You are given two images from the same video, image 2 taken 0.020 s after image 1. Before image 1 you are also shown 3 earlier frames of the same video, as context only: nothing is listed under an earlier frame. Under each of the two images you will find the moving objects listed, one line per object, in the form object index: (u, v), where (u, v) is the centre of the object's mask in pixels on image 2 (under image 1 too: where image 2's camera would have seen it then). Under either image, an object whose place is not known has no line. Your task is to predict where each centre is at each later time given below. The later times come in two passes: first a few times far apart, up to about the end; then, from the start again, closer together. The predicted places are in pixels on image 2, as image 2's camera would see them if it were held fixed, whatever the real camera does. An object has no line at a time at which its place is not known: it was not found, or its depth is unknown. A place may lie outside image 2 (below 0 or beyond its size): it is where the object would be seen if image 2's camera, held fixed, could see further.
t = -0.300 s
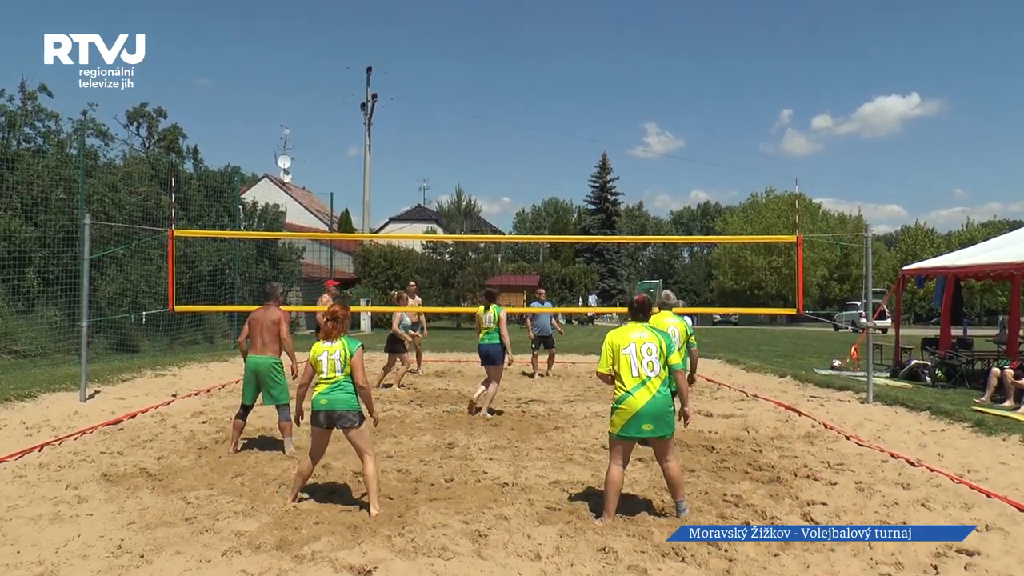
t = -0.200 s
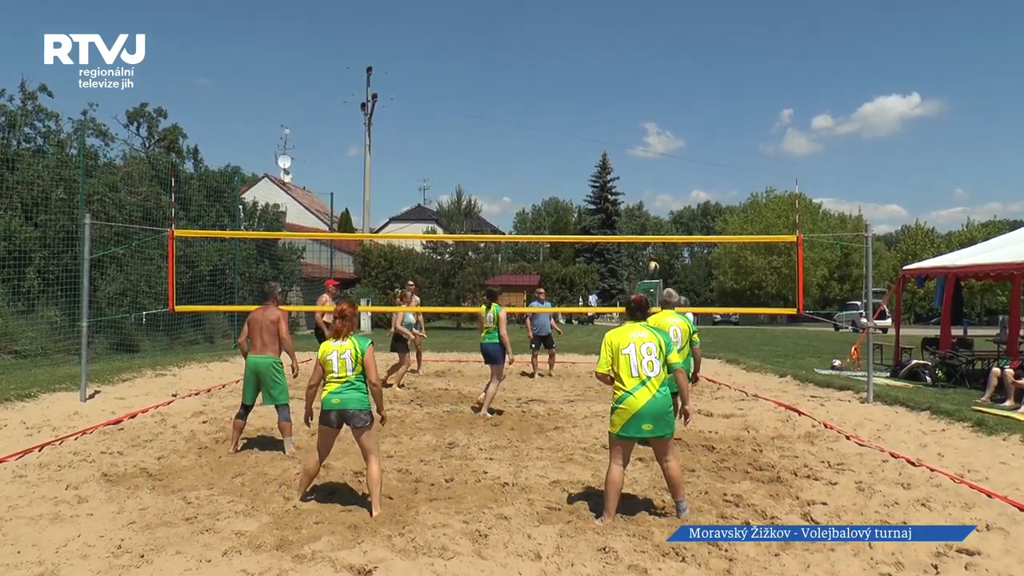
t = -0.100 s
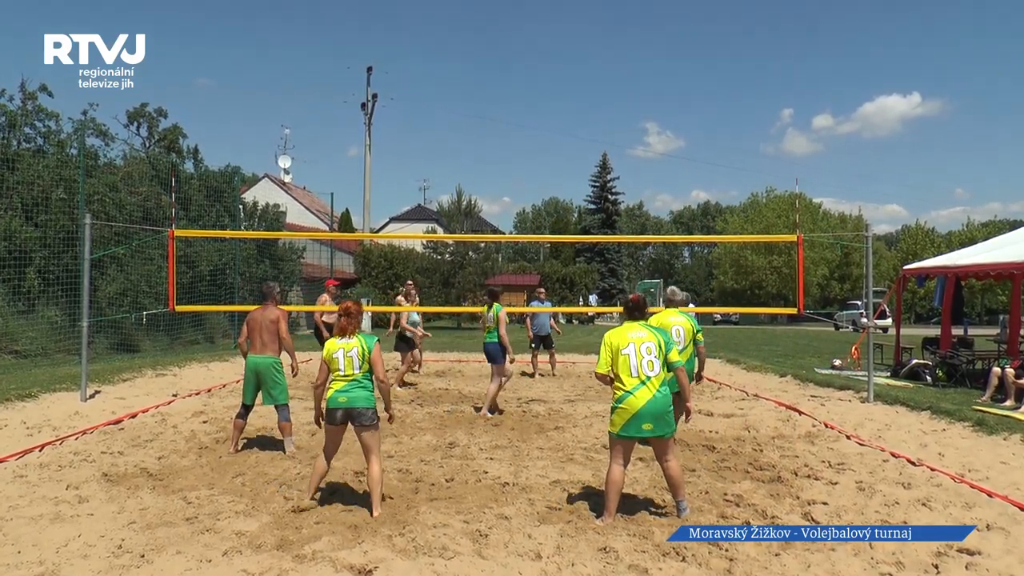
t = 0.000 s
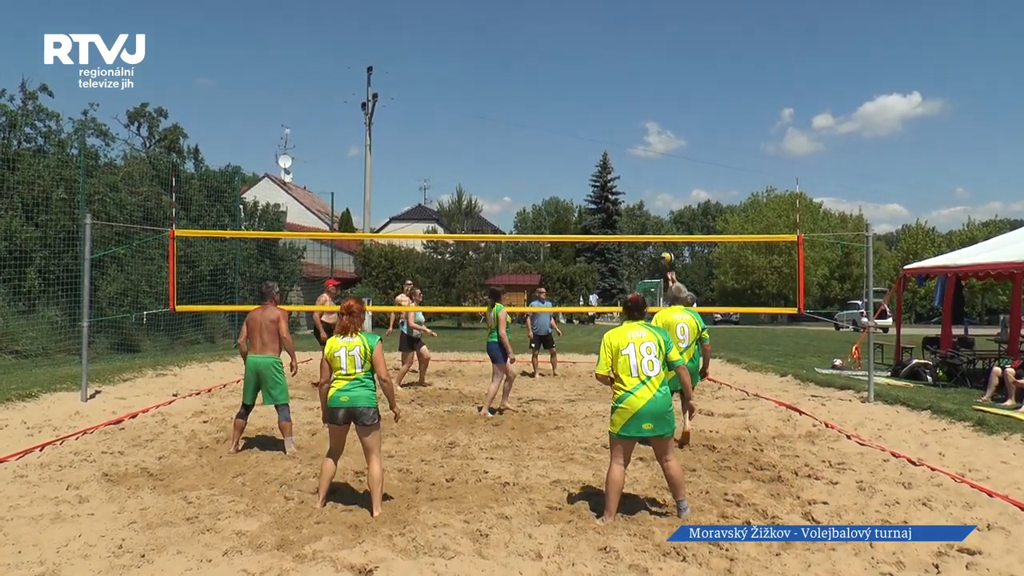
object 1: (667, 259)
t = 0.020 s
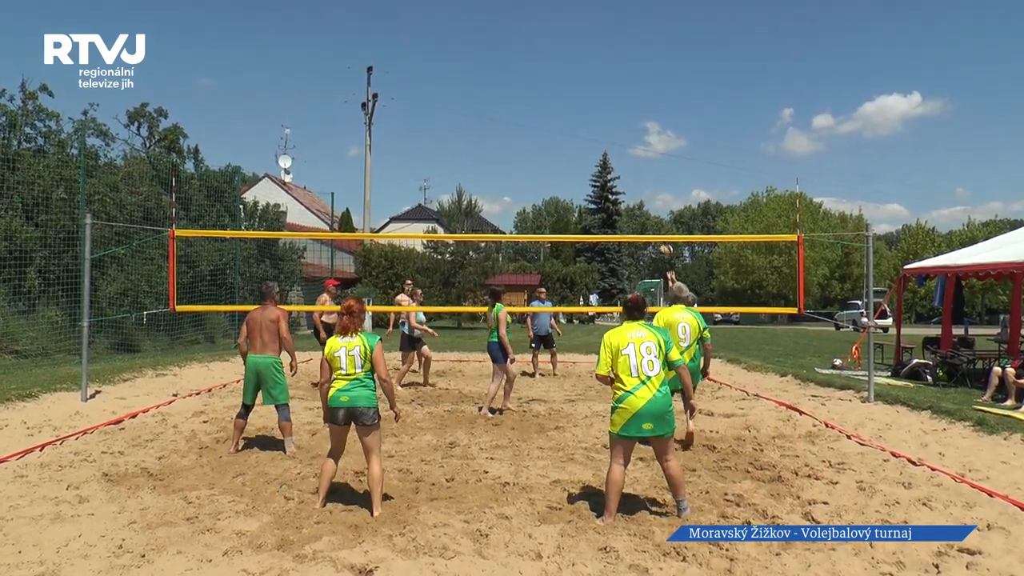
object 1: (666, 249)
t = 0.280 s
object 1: (647, 170)
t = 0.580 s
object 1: (621, 119)
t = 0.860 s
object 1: (587, 132)
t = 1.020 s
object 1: (561, 179)
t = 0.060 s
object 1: (663, 232)
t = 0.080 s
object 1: (662, 228)
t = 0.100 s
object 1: (660, 221)
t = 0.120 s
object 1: (659, 216)
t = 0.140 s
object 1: (657, 210)
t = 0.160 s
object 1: (656, 204)
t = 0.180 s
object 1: (655, 198)
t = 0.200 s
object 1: (653, 192)
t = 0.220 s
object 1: (652, 186)
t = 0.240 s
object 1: (650, 181)
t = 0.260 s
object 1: (649, 176)
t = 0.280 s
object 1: (647, 170)
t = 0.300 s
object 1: (646, 165)
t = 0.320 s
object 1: (644, 160)
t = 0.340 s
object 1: (642, 156)
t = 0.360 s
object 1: (641, 152)
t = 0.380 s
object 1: (639, 148)
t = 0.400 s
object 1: (638, 144)
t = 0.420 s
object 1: (636, 140)
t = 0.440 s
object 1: (634, 137)
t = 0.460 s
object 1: (632, 133)
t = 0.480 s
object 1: (630, 130)
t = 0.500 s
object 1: (628, 127)
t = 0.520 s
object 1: (627, 125)
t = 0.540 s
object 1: (625, 122)
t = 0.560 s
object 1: (623, 121)
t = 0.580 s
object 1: (621, 119)
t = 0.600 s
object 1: (619, 118)
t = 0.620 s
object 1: (617, 117)
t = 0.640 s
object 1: (615, 116)
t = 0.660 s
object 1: (612, 116)
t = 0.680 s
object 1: (610, 115)
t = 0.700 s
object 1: (608, 115)
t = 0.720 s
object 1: (605, 116)
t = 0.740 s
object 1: (603, 117)
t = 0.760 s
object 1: (601, 118)
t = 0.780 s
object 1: (598, 120)
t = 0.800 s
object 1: (595, 122)
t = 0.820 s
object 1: (593, 125)
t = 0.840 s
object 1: (590, 128)
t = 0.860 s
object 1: (587, 132)
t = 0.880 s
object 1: (585, 135)
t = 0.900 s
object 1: (581, 140)
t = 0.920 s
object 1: (578, 145)
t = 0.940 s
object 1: (575, 151)
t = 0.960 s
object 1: (572, 157)
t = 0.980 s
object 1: (568, 164)
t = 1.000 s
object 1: (565, 171)
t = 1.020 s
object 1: (561, 179)
